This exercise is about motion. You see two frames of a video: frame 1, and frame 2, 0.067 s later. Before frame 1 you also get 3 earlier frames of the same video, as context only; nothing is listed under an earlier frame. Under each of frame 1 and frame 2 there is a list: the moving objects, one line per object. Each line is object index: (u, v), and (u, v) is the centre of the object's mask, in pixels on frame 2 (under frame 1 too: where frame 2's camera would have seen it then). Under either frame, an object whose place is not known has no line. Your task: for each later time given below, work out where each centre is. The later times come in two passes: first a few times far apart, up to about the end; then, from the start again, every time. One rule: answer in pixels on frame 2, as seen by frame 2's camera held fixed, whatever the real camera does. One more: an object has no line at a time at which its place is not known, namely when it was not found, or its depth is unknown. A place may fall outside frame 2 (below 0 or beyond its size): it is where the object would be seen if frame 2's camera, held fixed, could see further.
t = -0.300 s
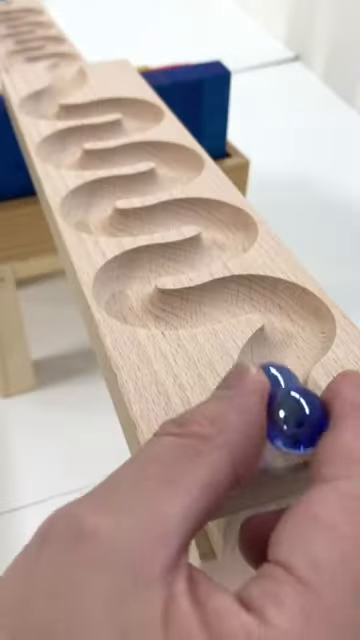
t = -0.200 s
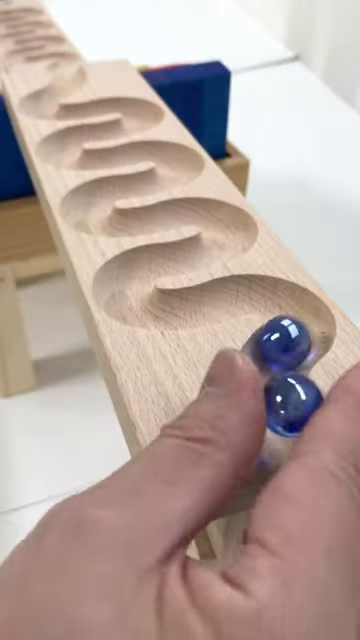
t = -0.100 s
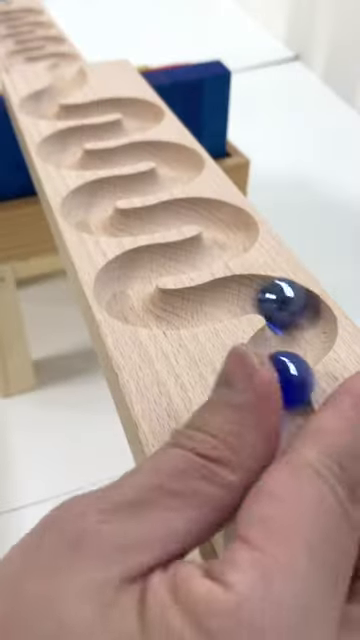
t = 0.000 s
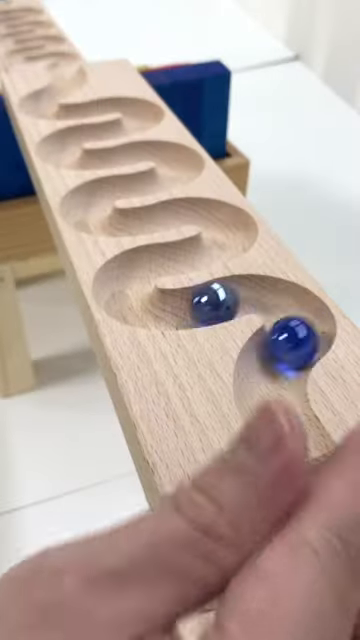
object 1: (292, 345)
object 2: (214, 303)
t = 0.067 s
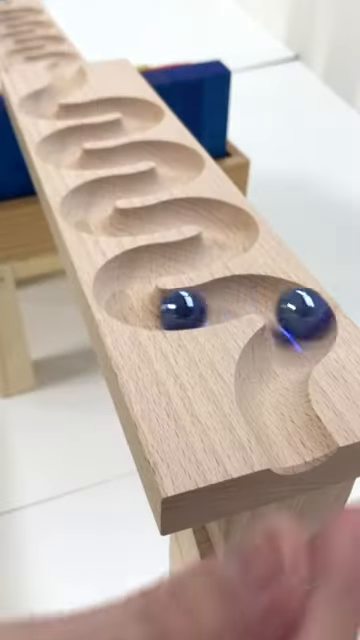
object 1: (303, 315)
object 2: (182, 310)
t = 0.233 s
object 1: (196, 309)
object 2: (121, 280)
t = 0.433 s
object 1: (123, 273)
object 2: (222, 244)
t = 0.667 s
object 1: (236, 228)
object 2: (141, 220)
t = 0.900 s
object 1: (116, 220)
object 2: (102, 187)
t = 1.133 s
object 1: (133, 184)
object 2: (177, 157)
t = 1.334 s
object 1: (166, 154)
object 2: (83, 157)
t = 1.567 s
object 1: (59, 153)
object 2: (105, 129)
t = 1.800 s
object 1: (126, 124)
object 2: (108, 100)
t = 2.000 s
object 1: (103, 103)
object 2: (37, 107)
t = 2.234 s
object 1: (38, 103)
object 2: (68, 78)
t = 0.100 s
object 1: (277, 301)
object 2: (161, 308)
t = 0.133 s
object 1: (251, 289)
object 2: (140, 307)
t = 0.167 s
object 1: (229, 295)
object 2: (127, 301)
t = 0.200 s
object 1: (213, 305)
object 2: (123, 294)
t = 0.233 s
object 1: (196, 309)
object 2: (121, 280)
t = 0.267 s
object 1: (176, 309)
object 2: (129, 267)
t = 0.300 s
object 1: (154, 309)
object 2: (149, 259)
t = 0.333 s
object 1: (133, 305)
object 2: (170, 257)
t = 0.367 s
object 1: (124, 298)
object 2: (191, 256)
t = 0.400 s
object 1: (121, 289)
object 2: (208, 251)
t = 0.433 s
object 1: (123, 273)
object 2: (222, 244)
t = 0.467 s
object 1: (137, 264)
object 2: (233, 234)
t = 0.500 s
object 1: (160, 258)
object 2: (232, 221)
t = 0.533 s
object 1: (182, 256)
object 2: (215, 215)
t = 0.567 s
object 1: (203, 253)
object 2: (192, 207)
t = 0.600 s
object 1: (217, 247)
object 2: (171, 210)
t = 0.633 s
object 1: (230, 239)
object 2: (157, 217)
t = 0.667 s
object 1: (236, 228)
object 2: (141, 220)
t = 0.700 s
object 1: (223, 219)
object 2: (125, 221)
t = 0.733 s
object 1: (203, 210)
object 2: (107, 220)
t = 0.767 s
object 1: (181, 206)
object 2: (90, 216)
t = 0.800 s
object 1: (164, 214)
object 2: (85, 213)
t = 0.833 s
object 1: (149, 220)
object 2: (85, 206)
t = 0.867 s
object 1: (134, 221)
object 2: (89, 196)
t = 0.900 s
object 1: (116, 220)
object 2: (102, 187)
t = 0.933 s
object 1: (97, 219)
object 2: (122, 184)
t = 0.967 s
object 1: (86, 214)
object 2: (140, 183)
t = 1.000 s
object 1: (85, 210)
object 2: (155, 180)
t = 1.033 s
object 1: (86, 201)
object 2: (168, 175)
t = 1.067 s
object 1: (95, 193)
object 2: (180, 170)
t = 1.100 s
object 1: (113, 187)
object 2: (185, 162)
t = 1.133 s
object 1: (133, 184)
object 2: (177, 157)
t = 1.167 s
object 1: (150, 182)
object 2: (159, 150)
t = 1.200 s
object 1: (164, 177)
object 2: (140, 147)
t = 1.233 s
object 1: (176, 172)
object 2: (125, 152)
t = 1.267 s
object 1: (185, 165)
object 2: (112, 156)
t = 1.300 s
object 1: (182, 160)
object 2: (98, 158)
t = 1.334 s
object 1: (166, 154)
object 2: (83, 157)
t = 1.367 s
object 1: (150, 148)
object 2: (67, 156)
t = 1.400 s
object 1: (130, 150)
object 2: (58, 153)
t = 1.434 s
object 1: (116, 155)
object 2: (57, 150)
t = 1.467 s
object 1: (103, 157)
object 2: (60, 143)
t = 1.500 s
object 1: (89, 158)
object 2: (69, 136)
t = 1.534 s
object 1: (73, 157)
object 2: (88, 129)
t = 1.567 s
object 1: (59, 153)
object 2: (105, 129)
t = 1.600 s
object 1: (56, 150)
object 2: (120, 126)
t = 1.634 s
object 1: (59, 146)
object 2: (131, 124)
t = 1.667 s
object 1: (66, 138)
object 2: (140, 119)
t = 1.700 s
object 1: (82, 131)
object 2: (147, 114)
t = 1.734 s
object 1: (99, 130)
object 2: (143, 110)
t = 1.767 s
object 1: (114, 128)
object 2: (129, 105)
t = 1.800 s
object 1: (126, 124)
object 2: (108, 100)
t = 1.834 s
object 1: (137, 121)
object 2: (95, 105)
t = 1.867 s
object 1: (147, 115)
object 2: (84, 108)
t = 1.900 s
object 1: (146, 112)
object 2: (72, 110)
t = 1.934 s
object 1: (136, 110)
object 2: (59, 109)
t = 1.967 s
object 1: (119, 102)
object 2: (45, 109)
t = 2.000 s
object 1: (103, 103)
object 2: (37, 107)
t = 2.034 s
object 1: (92, 107)
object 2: (37, 105)
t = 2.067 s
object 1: (79, 109)
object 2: (38, 100)
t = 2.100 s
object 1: (67, 110)
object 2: (45, 94)
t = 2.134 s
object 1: (54, 110)
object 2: (56, 87)
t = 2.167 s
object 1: (40, 108)
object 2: (65, 84)
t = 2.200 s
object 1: (36, 106)
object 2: (66, 81)
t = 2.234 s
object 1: (38, 103)
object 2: (68, 78)
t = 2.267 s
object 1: (40, 98)
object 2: (71, 72)
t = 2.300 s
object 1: (49, 91)
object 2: (69, 67)
